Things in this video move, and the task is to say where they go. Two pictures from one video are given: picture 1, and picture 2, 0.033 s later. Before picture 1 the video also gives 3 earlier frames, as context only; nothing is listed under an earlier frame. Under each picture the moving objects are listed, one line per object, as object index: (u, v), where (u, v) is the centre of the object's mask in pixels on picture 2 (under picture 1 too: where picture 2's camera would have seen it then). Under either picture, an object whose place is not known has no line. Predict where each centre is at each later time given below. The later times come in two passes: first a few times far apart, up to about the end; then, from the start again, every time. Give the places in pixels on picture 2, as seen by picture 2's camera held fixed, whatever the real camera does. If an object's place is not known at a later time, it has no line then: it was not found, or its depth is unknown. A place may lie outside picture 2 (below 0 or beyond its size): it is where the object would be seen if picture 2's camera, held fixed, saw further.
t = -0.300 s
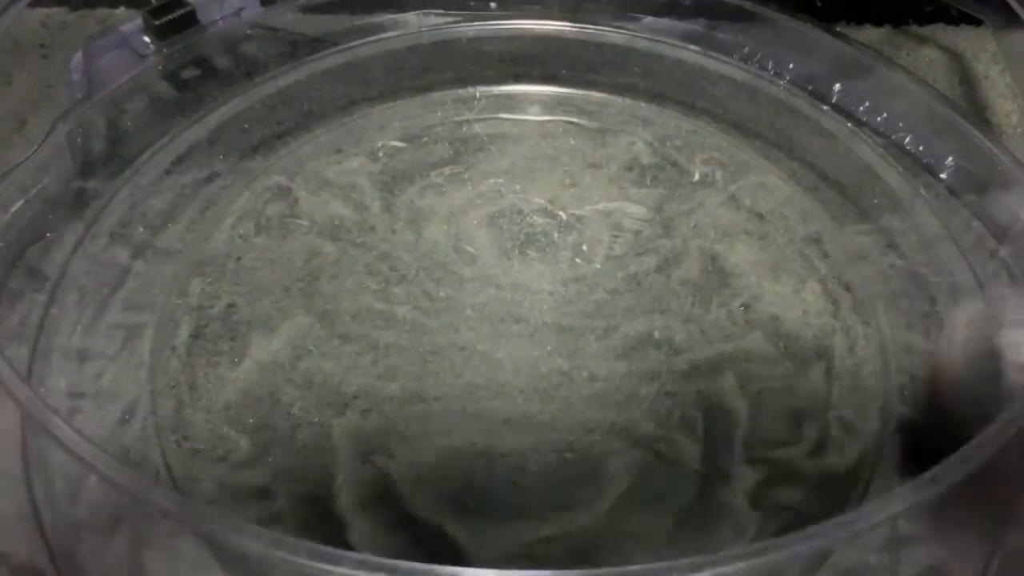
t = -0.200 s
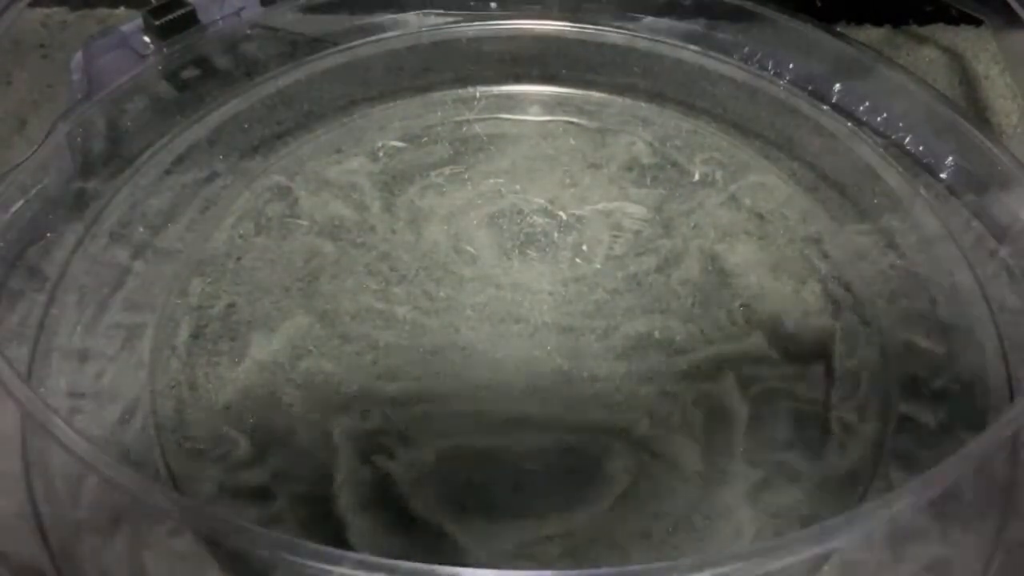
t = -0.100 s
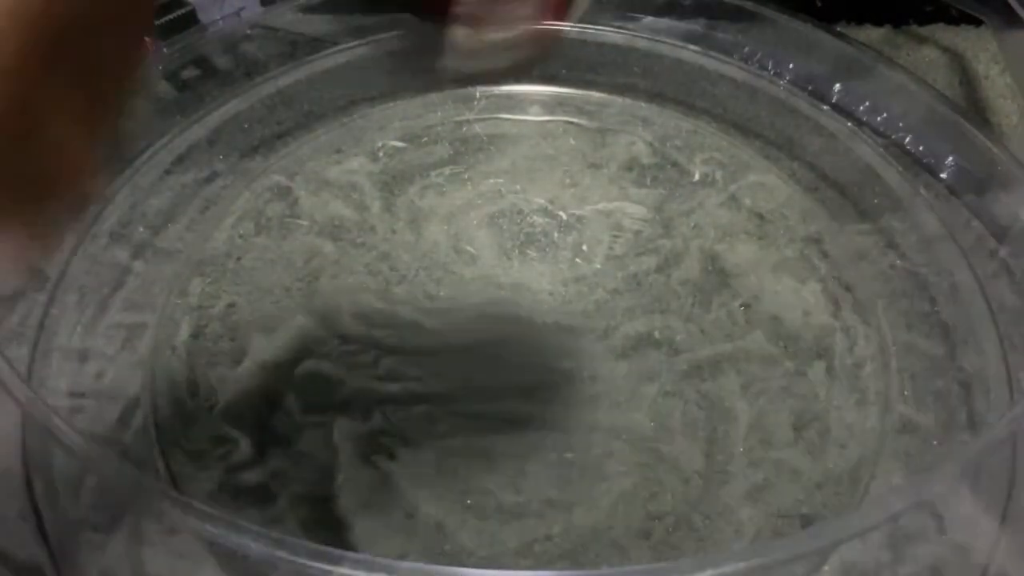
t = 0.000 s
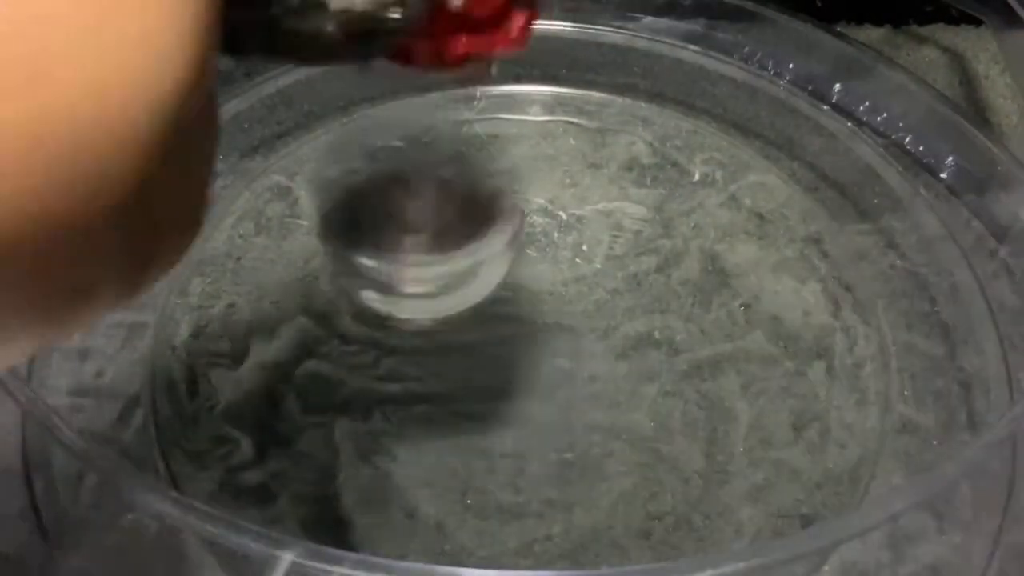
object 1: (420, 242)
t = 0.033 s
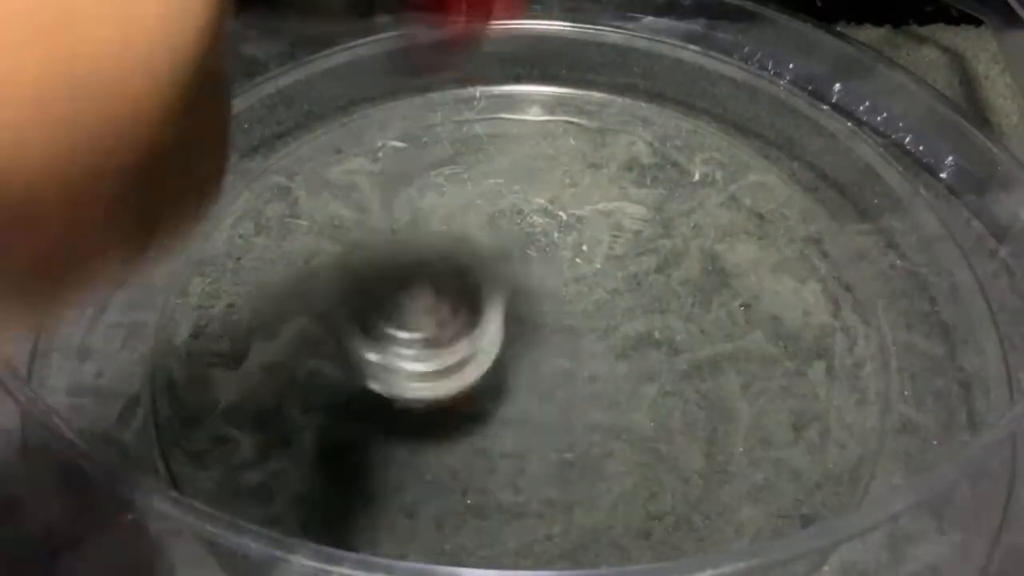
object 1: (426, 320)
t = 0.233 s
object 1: (611, 202)
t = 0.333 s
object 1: (638, 181)
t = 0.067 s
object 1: (449, 290)
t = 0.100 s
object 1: (483, 238)
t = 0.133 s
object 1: (531, 223)
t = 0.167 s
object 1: (557, 214)
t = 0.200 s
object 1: (590, 218)
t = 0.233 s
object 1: (611, 202)
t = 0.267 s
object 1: (625, 190)
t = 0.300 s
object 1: (633, 180)
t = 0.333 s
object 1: (638, 181)
